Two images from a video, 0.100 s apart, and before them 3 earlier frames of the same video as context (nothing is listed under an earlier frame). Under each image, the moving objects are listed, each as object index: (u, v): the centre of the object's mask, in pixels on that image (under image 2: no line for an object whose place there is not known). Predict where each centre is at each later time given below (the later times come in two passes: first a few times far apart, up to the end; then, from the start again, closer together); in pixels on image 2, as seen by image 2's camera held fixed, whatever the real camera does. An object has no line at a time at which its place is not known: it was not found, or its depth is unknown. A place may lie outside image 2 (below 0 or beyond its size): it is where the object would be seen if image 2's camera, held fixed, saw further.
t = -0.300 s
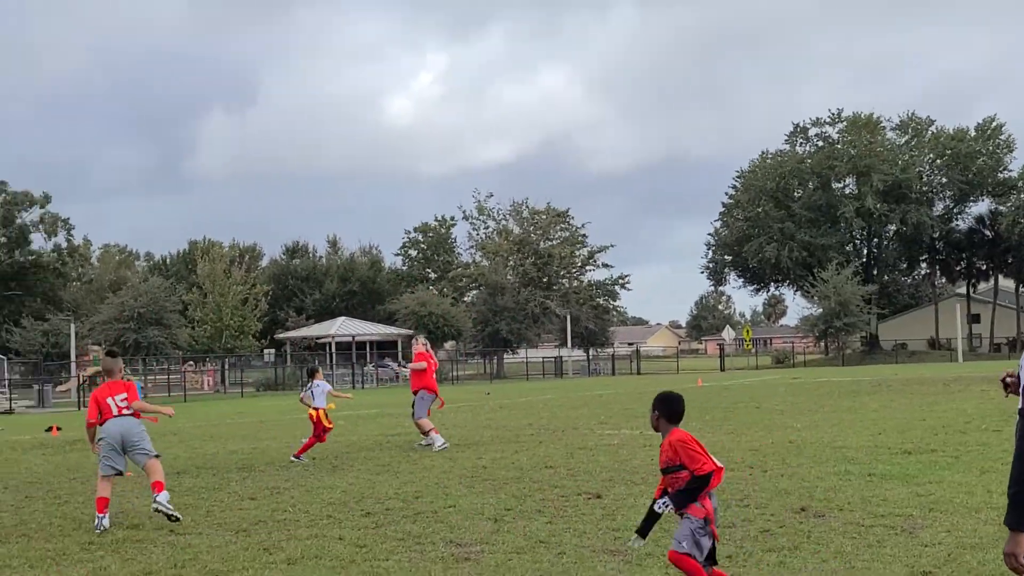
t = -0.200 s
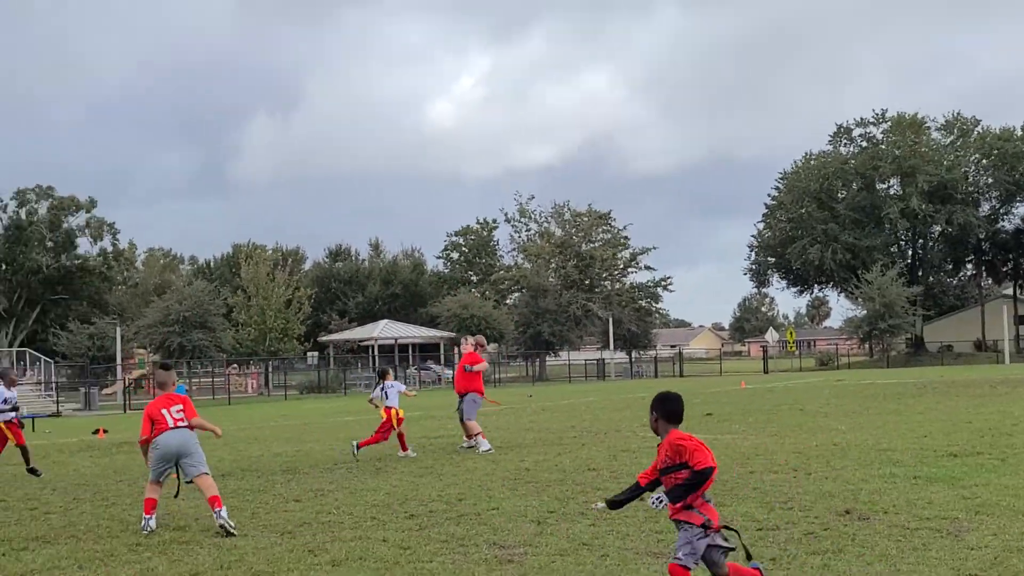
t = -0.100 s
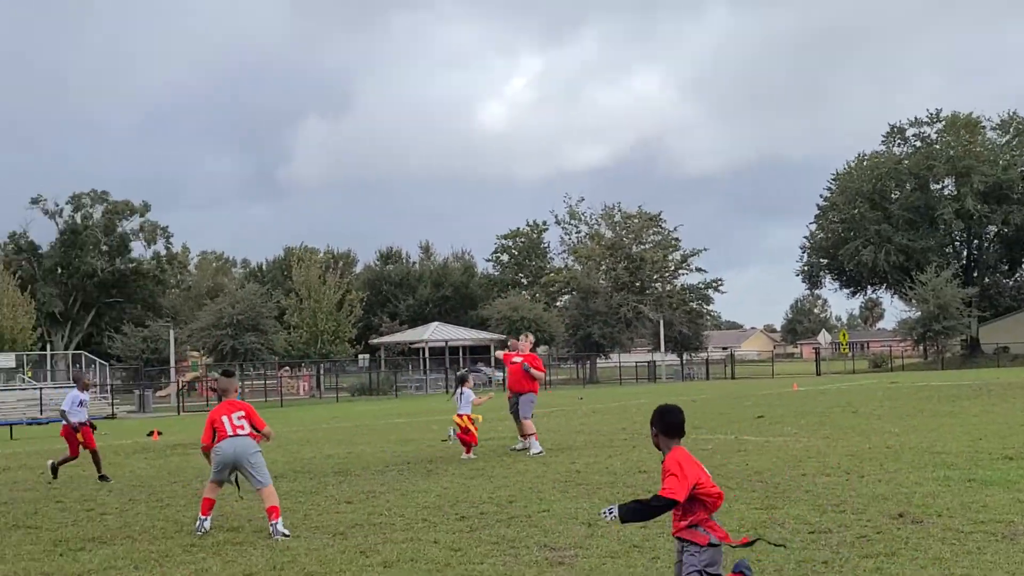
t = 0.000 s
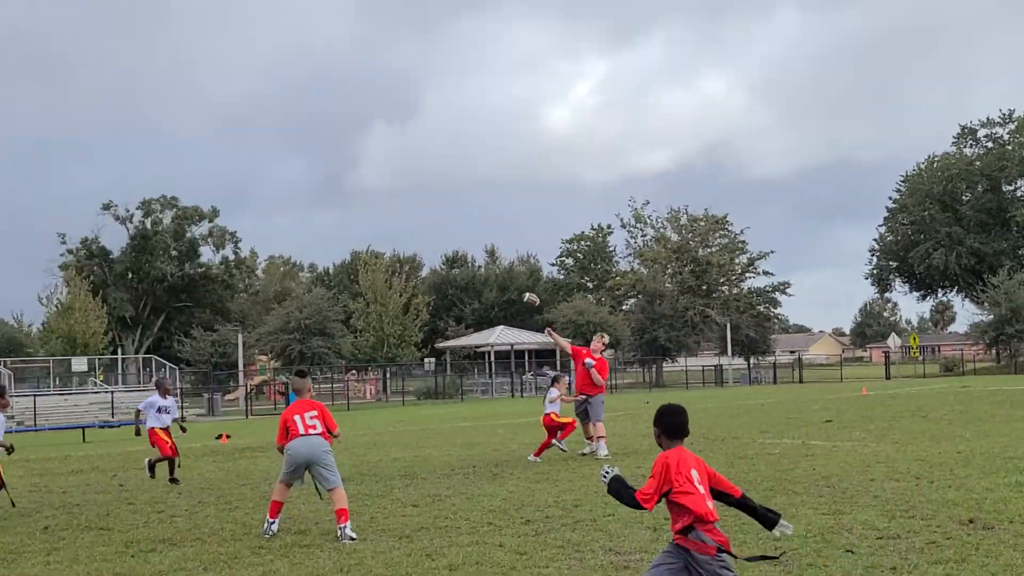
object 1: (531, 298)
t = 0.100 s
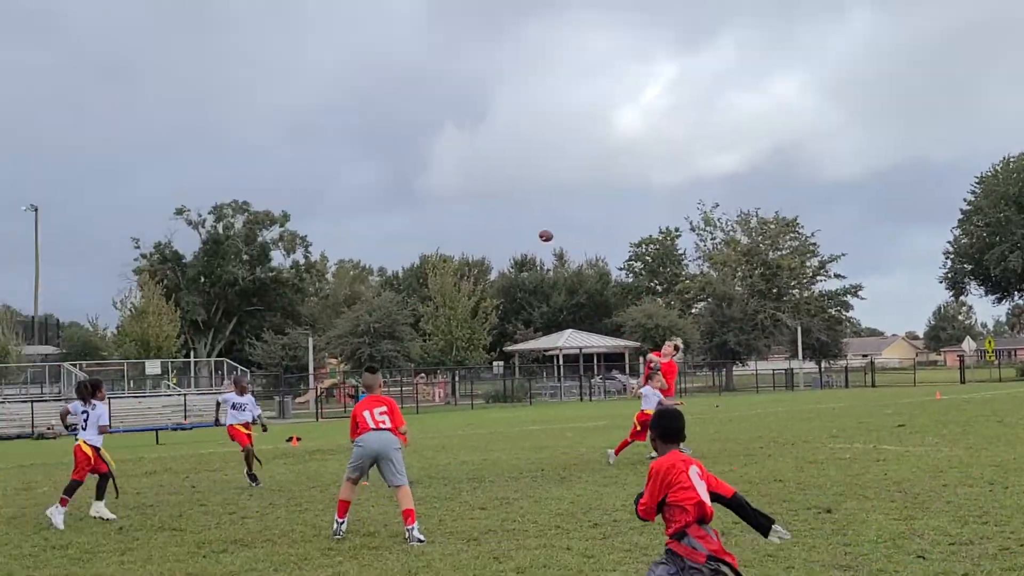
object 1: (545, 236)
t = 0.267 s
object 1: (451, 129)
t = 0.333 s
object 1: (411, 84)
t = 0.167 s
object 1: (508, 193)
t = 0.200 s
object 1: (490, 171)
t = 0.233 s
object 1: (470, 149)
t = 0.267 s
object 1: (451, 129)
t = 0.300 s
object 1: (431, 107)
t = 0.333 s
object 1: (411, 84)
